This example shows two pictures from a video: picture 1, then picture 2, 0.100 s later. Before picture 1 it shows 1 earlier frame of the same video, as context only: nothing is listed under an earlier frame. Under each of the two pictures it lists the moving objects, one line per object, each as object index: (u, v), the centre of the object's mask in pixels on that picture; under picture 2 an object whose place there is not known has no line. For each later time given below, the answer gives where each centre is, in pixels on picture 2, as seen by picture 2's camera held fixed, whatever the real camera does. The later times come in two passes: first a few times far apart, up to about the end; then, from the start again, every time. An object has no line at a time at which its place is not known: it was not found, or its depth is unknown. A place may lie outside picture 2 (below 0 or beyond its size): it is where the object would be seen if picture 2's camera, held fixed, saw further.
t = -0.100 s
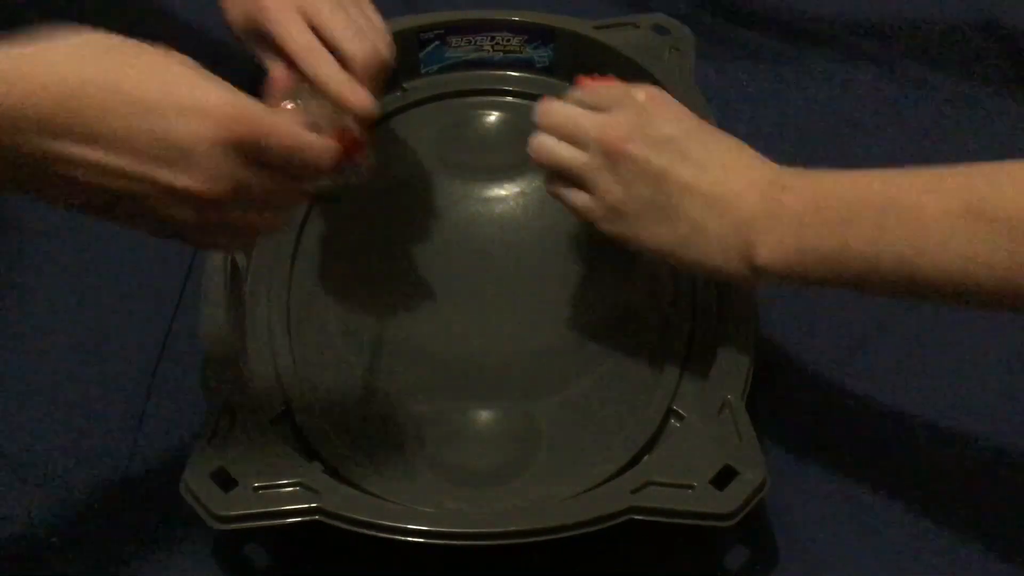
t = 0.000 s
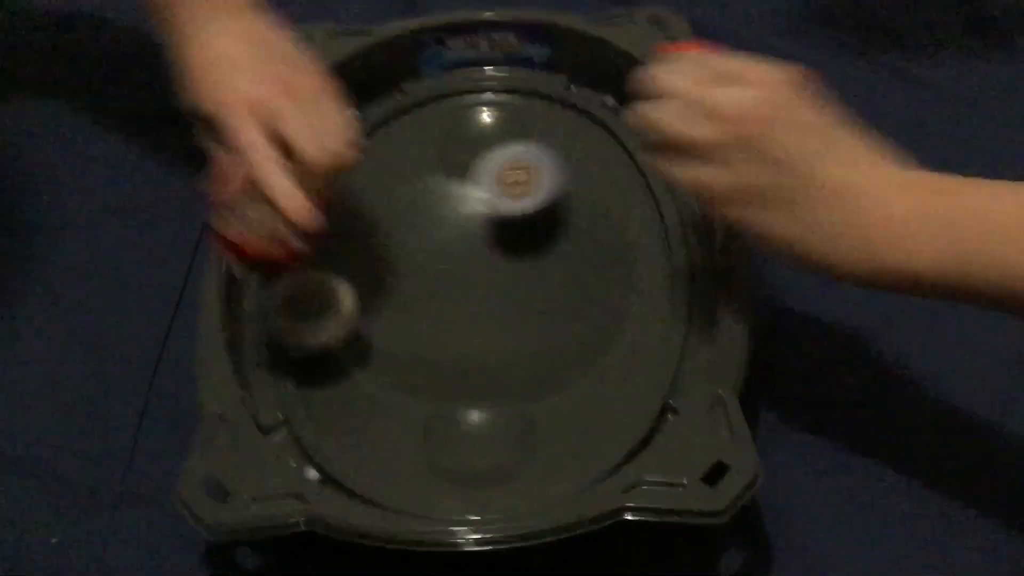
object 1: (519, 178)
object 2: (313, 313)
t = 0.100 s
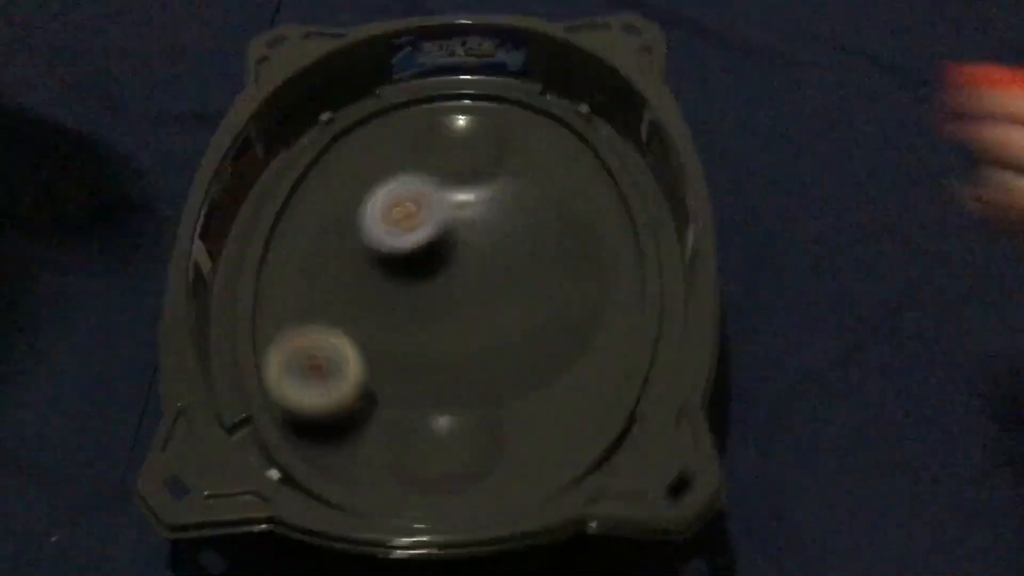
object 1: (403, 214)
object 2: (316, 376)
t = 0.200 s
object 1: (319, 241)
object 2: (342, 417)
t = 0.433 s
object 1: (269, 295)
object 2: (467, 417)
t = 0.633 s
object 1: (286, 291)
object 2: (508, 332)
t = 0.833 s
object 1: (405, 240)
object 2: (444, 145)
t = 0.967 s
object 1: (489, 210)
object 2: (415, 60)
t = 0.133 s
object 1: (370, 225)
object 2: (324, 401)
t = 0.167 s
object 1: (343, 233)
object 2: (333, 409)
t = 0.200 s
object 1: (319, 241)
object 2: (342, 417)
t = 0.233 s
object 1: (301, 253)
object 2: (353, 426)
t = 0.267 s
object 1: (287, 261)
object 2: (364, 429)
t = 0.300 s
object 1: (280, 270)
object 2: (376, 427)
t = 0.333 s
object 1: (275, 278)
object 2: (394, 430)
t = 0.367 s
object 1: (271, 285)
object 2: (415, 427)
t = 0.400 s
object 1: (270, 292)
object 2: (442, 428)
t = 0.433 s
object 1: (269, 295)
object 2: (467, 417)
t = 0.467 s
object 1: (270, 298)
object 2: (484, 406)
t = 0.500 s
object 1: (272, 300)
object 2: (495, 396)
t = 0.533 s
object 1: (275, 300)
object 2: (501, 382)
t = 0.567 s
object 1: (277, 298)
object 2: (506, 373)
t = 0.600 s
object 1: (281, 295)
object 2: (508, 354)
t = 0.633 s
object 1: (286, 291)
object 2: (508, 332)
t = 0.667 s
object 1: (296, 285)
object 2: (506, 306)
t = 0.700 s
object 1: (310, 278)
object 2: (502, 274)
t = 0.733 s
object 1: (328, 271)
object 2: (493, 238)
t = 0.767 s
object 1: (351, 262)
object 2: (478, 206)
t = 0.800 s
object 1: (378, 253)
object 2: (461, 172)
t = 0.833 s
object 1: (405, 240)
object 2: (444, 145)
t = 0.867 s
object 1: (428, 231)
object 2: (429, 119)
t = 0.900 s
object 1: (454, 218)
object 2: (423, 94)
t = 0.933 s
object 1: (473, 212)
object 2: (417, 74)
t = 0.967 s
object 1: (489, 210)
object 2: (415, 60)
